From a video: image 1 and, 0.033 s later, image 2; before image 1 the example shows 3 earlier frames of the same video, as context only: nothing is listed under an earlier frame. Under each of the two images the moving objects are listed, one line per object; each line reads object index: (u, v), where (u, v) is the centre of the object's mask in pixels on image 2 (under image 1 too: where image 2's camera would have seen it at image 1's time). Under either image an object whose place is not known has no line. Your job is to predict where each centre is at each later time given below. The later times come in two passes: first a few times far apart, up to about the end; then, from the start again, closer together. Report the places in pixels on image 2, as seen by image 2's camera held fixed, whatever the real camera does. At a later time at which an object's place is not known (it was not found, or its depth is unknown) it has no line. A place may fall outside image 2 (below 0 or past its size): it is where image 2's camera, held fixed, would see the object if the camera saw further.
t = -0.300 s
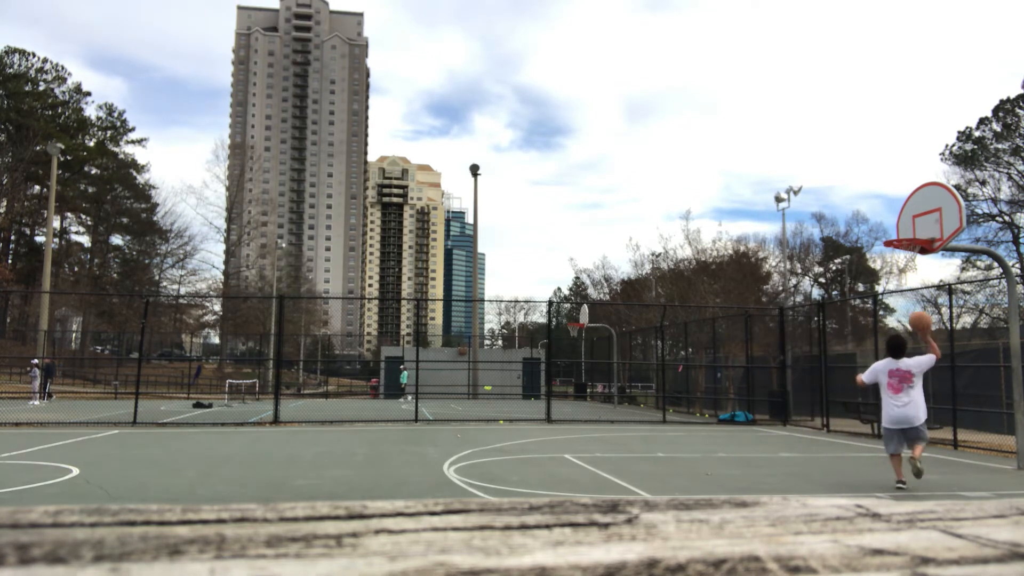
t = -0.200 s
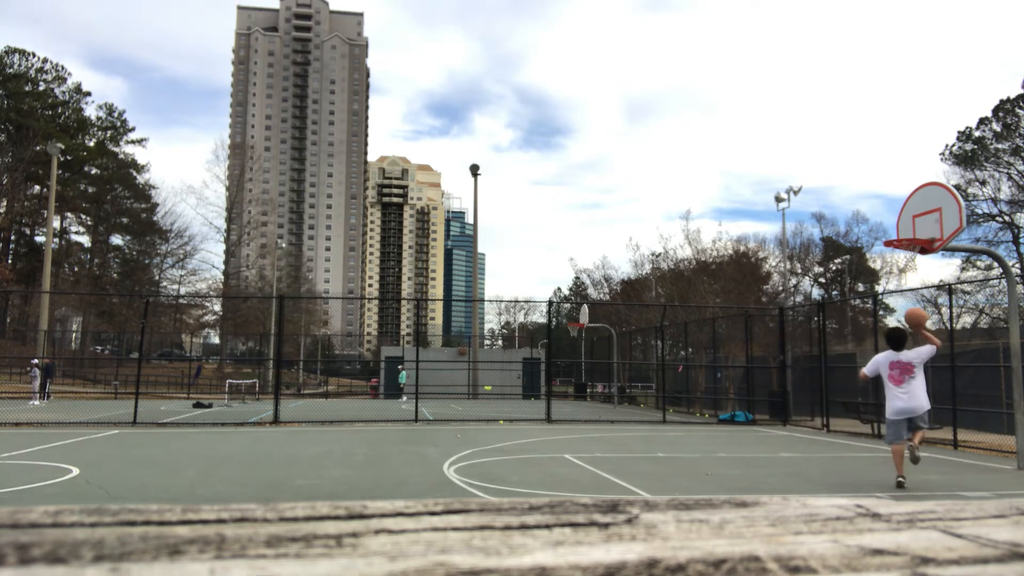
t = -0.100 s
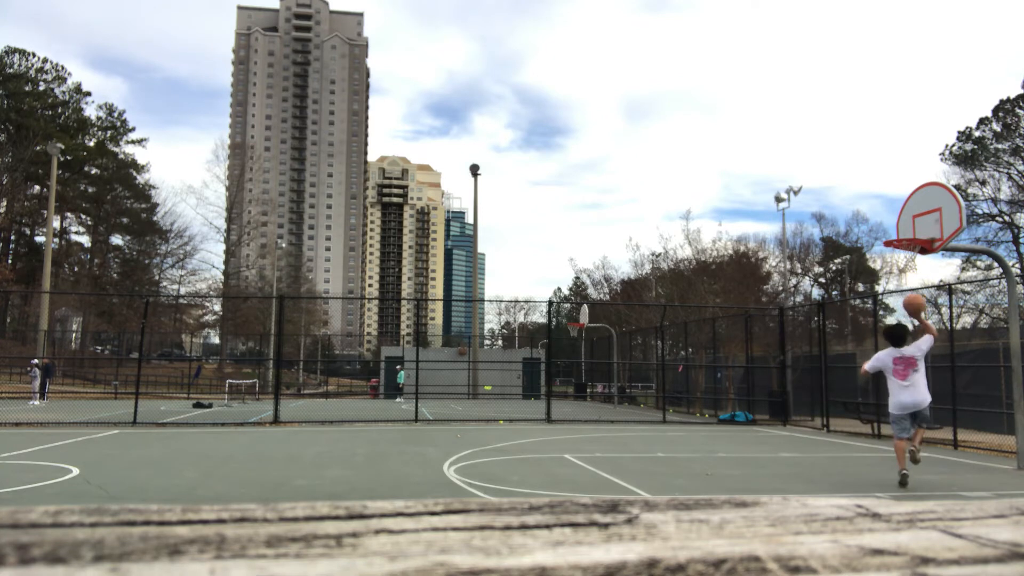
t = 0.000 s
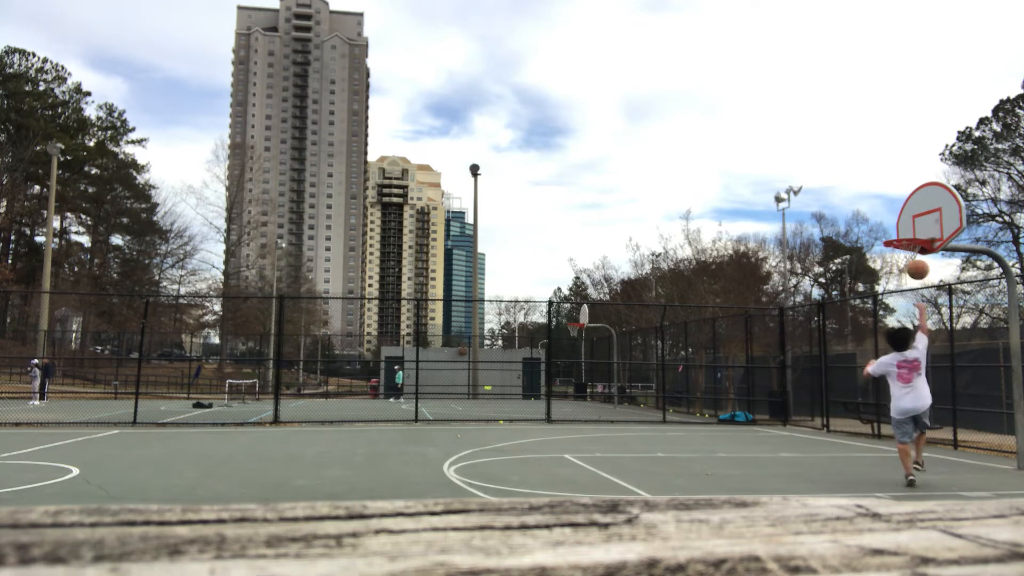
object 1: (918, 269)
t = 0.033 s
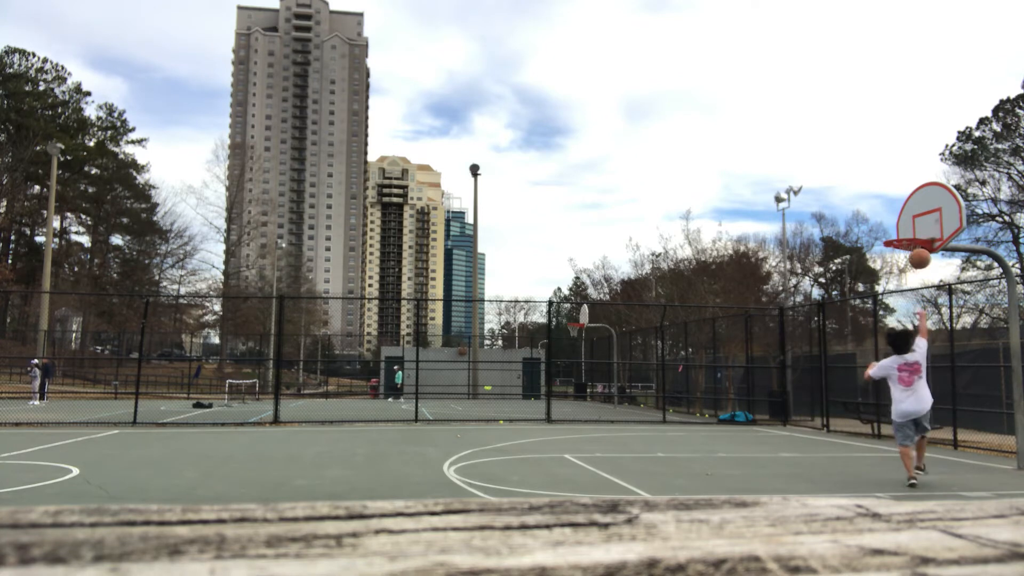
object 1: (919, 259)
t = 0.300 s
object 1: (935, 213)
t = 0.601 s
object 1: (907, 228)
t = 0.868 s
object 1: (880, 224)
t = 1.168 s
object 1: (852, 281)
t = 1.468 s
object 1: (828, 406)
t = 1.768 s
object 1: (800, 384)
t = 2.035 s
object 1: (776, 319)
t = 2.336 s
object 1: (752, 315)
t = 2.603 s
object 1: (733, 372)
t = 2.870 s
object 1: (715, 458)
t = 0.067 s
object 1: (922, 249)
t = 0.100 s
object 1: (924, 242)
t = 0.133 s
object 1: (925, 233)
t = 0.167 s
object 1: (927, 228)
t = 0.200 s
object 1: (929, 222)
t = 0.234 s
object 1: (931, 218)
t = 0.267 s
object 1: (933, 215)
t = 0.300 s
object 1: (935, 213)
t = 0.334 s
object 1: (937, 211)
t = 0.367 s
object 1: (939, 210)
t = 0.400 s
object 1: (941, 210)
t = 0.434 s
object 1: (935, 212)
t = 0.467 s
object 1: (928, 215)
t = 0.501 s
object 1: (922, 218)
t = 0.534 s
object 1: (917, 222)
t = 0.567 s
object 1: (911, 228)
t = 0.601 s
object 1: (907, 228)
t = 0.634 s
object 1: (903, 224)
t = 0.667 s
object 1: (900, 222)
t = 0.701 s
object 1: (896, 220)
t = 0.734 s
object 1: (893, 219)
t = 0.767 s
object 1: (889, 219)
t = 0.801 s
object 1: (886, 220)
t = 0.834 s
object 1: (883, 221)
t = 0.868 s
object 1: (880, 224)
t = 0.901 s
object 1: (876, 227)
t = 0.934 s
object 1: (874, 230)
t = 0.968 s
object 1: (870, 235)
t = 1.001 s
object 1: (867, 241)
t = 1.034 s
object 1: (863, 247)
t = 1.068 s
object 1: (861, 253)
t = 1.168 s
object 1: (852, 281)
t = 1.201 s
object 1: (849, 290)
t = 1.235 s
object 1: (846, 302)
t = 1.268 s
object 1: (844, 314)
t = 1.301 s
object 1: (841, 327)
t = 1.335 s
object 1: (838, 341)
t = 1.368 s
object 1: (836, 357)
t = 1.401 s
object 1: (833, 372)
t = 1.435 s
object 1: (830, 389)
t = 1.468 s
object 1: (828, 406)
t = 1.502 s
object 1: (825, 424)
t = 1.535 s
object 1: (822, 444)
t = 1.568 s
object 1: (820, 464)
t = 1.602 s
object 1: (816, 456)
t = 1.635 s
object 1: (813, 439)
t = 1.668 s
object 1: (809, 424)
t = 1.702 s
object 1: (806, 409)
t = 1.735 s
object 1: (803, 397)
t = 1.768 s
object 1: (800, 384)
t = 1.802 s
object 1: (797, 373)
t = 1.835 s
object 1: (794, 362)
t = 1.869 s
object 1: (791, 353)
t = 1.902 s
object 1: (788, 344)
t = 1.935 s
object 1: (785, 336)
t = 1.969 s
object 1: (782, 330)
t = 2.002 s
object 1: (779, 324)
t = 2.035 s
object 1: (776, 319)
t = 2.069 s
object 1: (773, 314)
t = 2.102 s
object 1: (770, 312)
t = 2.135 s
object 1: (768, 309)
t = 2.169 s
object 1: (765, 308)
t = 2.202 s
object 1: (762, 308)
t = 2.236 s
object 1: (760, 308)
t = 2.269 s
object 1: (757, 310)
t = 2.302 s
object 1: (755, 312)
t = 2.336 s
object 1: (752, 315)
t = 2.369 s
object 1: (749, 319)
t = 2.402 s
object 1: (747, 324)
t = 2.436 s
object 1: (745, 330)
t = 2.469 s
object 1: (742, 336)
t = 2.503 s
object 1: (740, 344)
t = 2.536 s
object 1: (737, 353)
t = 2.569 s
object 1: (735, 362)
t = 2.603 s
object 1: (733, 372)
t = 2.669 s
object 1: (729, 395)
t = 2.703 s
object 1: (726, 408)
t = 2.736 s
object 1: (724, 422)
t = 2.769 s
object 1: (722, 437)
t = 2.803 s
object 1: (720, 453)
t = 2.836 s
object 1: (718, 470)
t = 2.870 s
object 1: (715, 458)
